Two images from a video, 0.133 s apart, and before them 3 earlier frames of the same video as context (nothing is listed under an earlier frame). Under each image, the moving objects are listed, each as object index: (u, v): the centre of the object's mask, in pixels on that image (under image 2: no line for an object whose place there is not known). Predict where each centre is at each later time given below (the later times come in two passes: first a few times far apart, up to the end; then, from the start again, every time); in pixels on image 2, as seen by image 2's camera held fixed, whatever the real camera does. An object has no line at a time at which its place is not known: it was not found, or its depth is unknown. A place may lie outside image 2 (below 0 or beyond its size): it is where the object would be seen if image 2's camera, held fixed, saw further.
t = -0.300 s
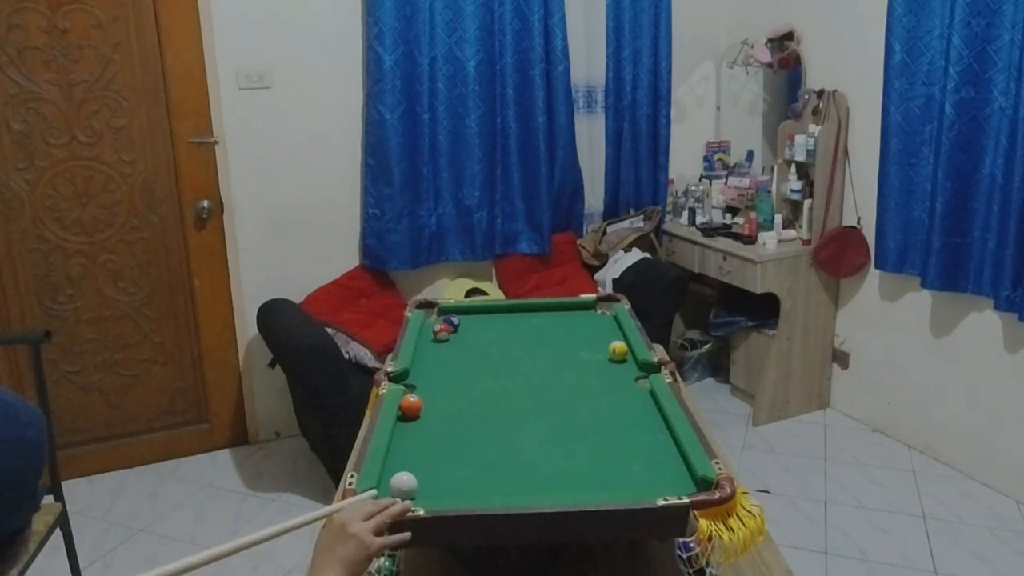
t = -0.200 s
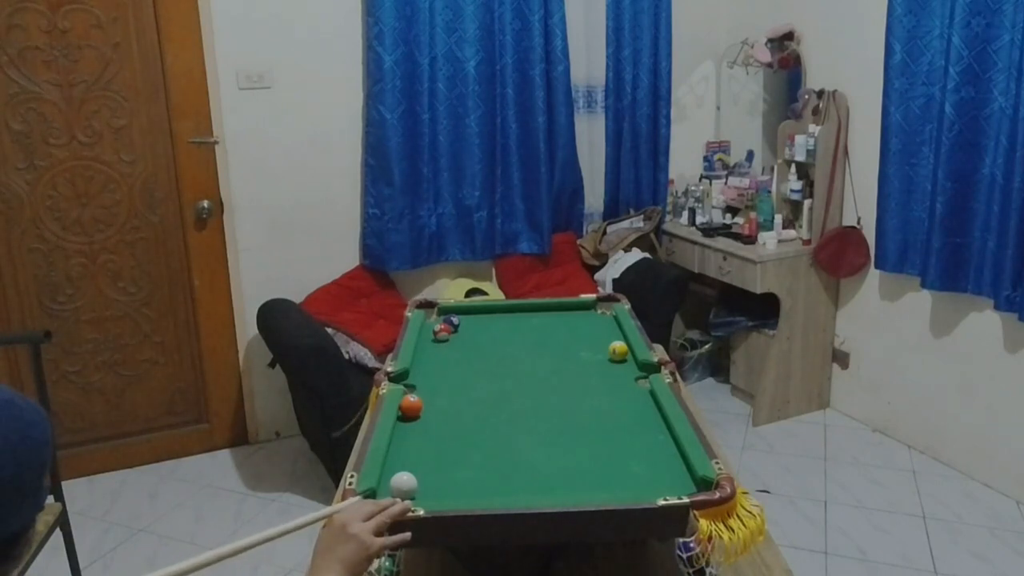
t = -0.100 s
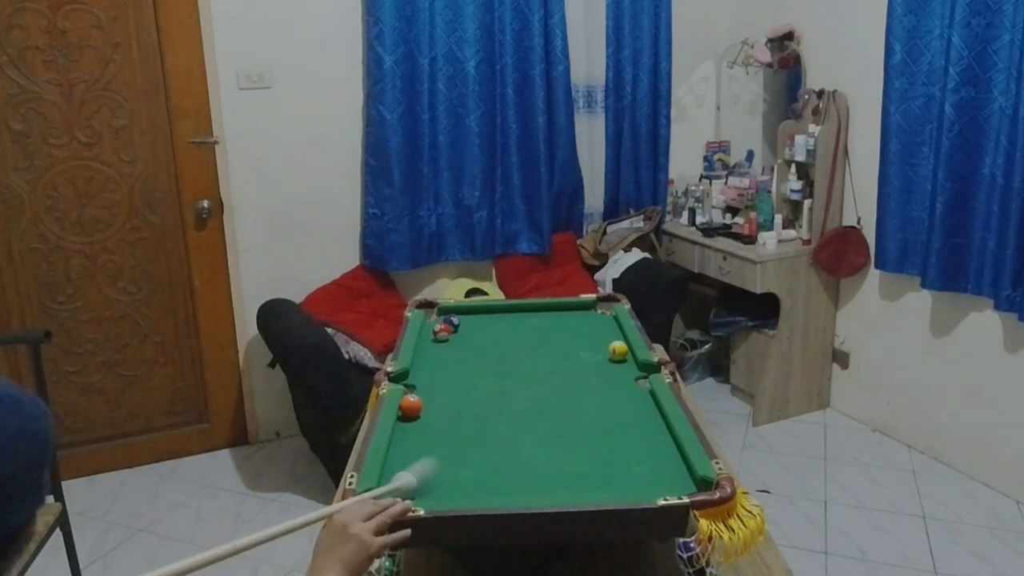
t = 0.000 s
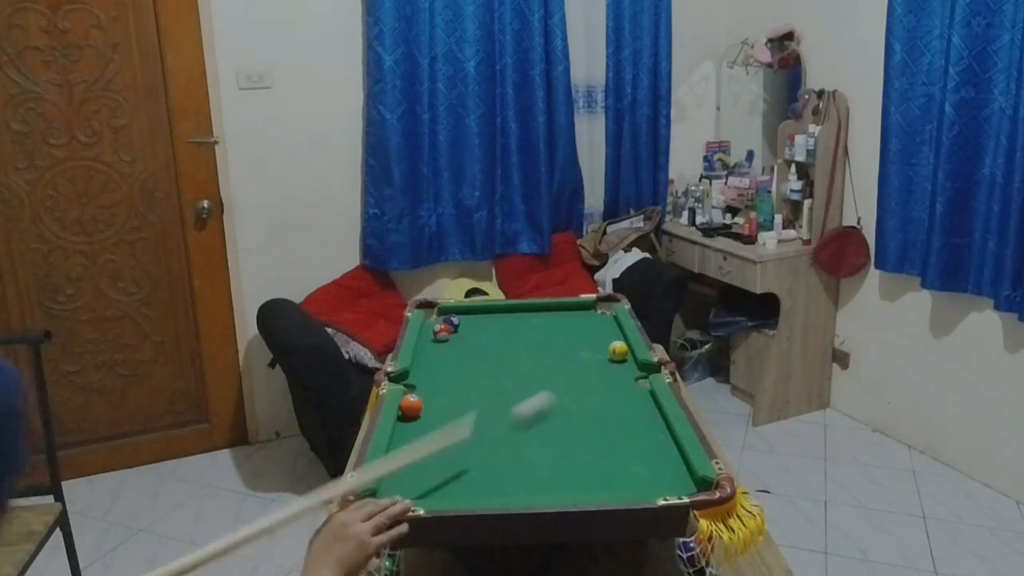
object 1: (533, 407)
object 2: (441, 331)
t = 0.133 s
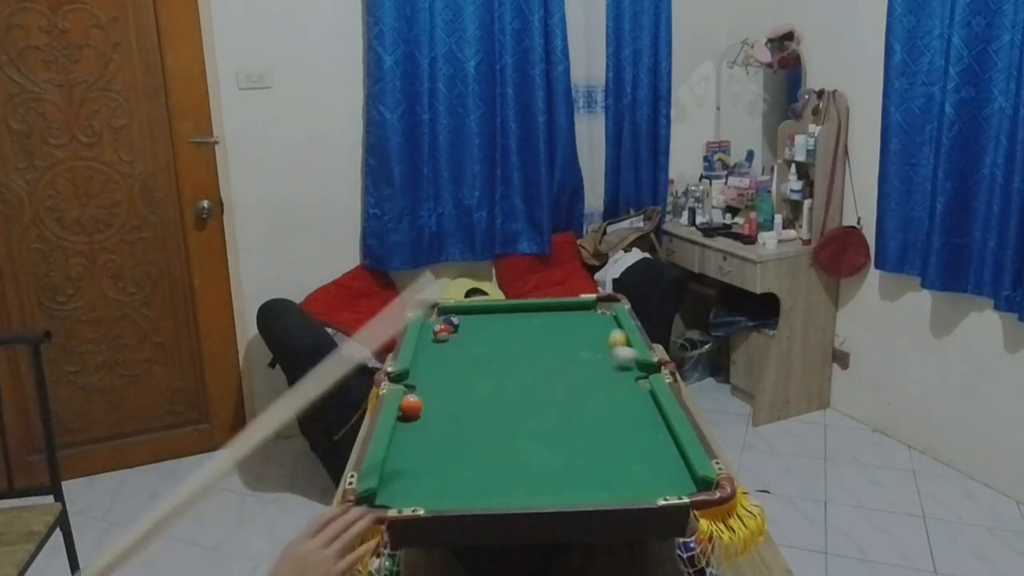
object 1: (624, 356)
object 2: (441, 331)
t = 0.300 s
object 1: (550, 360)
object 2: (441, 331)
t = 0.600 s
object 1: (458, 347)
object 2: (441, 331)
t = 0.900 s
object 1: (448, 337)
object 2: (441, 327)
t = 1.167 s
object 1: (474, 336)
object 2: (438, 326)
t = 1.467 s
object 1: (496, 333)
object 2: (436, 325)
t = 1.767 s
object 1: (511, 331)
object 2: (433, 324)
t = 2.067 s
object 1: (520, 329)
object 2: (430, 323)
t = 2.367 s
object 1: (523, 328)
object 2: (430, 323)
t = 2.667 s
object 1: (523, 328)
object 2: (430, 323)
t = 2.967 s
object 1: (523, 328)
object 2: (430, 323)
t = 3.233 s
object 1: (523, 329)
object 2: (430, 324)
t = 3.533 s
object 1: (523, 328)
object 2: (430, 323)
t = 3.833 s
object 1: (523, 329)
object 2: (430, 323)
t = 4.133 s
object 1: (523, 328)
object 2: (430, 323)
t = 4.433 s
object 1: (523, 328)
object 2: (430, 323)
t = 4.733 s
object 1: (523, 328)
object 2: (430, 323)
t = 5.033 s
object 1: (523, 328)
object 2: (430, 323)
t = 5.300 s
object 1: (523, 328)
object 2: (430, 323)
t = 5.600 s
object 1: (523, 328)
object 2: (430, 323)
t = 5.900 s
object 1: (523, 328)
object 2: (430, 323)
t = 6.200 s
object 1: (523, 328)
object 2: (430, 323)
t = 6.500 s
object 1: (523, 328)
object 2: (430, 323)
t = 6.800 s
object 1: (523, 328)
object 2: (430, 323)
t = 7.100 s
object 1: (523, 328)
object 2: (430, 323)
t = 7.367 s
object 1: (523, 328)
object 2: (430, 323)
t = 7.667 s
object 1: (523, 328)
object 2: (430, 323)
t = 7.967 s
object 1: (523, 329)
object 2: (430, 323)
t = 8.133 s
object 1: (523, 328)
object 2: (430, 323)
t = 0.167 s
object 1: (609, 356)
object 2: (441, 331)
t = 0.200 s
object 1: (593, 359)
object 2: (441, 331)
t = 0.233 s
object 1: (578, 360)
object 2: (441, 331)
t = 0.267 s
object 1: (563, 360)
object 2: (441, 331)
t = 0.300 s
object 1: (550, 360)
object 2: (441, 331)
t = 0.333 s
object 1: (538, 359)
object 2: (441, 331)
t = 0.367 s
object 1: (526, 358)
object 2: (441, 331)
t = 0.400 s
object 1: (516, 356)
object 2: (441, 331)
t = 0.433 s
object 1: (506, 355)
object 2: (441, 331)
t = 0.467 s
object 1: (496, 353)
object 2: (441, 331)
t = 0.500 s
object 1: (486, 351)
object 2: (441, 331)
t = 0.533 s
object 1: (477, 350)
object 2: (441, 331)
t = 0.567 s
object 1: (468, 348)
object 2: (441, 331)
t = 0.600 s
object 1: (458, 347)
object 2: (441, 331)
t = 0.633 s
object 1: (449, 345)
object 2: (441, 330)
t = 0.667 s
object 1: (441, 344)
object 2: (441, 329)
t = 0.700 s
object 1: (432, 342)
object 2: (442, 330)
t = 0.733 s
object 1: (426, 341)
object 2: (442, 331)
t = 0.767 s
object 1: (432, 340)
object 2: (444, 330)
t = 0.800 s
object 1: (438, 338)
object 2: (443, 328)
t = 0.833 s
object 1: (441, 338)
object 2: (443, 326)
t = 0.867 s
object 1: (445, 337)
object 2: (442, 326)
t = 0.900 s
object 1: (448, 337)
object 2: (441, 327)
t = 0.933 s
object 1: (452, 337)
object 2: (440, 327)
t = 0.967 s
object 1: (455, 337)
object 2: (441, 327)
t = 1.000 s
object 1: (459, 337)
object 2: (441, 327)
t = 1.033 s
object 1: (462, 336)
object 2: (441, 327)
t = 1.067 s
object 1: (465, 336)
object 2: (440, 327)
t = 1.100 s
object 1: (468, 336)
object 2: (439, 326)
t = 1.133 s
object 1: (471, 336)
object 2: (439, 327)
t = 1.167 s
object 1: (474, 336)
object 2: (438, 326)
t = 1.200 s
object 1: (477, 335)
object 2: (438, 325)
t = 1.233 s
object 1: (479, 335)
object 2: (437, 325)
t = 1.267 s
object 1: (482, 335)
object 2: (438, 326)
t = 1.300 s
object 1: (485, 334)
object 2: (437, 326)
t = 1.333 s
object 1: (487, 334)
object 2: (437, 326)
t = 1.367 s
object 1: (489, 334)
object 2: (437, 326)
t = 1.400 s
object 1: (492, 334)
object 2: (437, 326)
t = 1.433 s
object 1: (494, 333)
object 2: (436, 325)
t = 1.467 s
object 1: (496, 333)
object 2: (436, 325)
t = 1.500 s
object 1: (498, 333)
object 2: (436, 325)
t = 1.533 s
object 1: (500, 333)
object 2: (435, 325)
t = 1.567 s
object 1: (502, 332)
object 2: (435, 325)
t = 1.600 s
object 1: (504, 332)
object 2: (435, 325)
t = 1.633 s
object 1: (505, 332)
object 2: (434, 324)
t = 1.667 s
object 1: (507, 331)
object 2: (434, 324)
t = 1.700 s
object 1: (508, 331)
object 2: (434, 324)
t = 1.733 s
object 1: (510, 331)
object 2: (433, 324)
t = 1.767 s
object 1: (511, 331)
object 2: (433, 324)
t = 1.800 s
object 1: (513, 331)
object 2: (433, 324)
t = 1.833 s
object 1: (514, 331)
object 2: (432, 324)
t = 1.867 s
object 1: (515, 330)
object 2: (432, 323)
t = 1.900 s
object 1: (516, 330)
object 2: (432, 324)
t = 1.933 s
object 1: (517, 330)
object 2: (431, 323)
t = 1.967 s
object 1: (518, 330)
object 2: (431, 323)
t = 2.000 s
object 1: (519, 330)
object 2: (431, 323)
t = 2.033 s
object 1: (519, 330)
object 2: (431, 323)
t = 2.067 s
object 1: (520, 329)
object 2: (430, 323)
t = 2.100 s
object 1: (521, 329)
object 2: (430, 323)
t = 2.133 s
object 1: (521, 329)
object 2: (430, 323)
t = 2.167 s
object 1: (522, 329)
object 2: (430, 323)
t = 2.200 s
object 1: (522, 329)
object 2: (430, 323)
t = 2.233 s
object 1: (522, 329)
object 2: (430, 323)
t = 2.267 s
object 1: (523, 328)
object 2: (430, 323)
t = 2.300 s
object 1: (523, 328)
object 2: (430, 323)
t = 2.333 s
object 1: (523, 328)
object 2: (430, 323)
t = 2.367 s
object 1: (523, 328)
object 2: (430, 323)
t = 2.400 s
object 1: (523, 328)
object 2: (430, 323)
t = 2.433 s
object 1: (523, 328)
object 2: (430, 323)
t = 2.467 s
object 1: (523, 329)
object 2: (430, 323)
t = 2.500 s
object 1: (523, 329)
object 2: (430, 323)
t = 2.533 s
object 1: (523, 329)
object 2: (430, 323)
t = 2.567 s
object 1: (523, 328)
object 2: (430, 323)
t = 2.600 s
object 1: (523, 328)
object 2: (430, 323)
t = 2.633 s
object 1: (523, 328)
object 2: (430, 323)
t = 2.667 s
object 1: (523, 328)
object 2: (430, 323)
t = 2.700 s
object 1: (523, 328)
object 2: (430, 323)
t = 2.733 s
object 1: (523, 328)
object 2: (430, 323)
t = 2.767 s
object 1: (523, 328)
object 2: (430, 323)
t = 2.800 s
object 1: (523, 328)
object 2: (430, 324)
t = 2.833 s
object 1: (523, 328)
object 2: (430, 323)
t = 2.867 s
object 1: (523, 329)
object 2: (430, 323)
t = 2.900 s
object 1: (523, 328)
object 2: (430, 323)
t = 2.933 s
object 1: (523, 329)
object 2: (430, 323)
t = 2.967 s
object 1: (523, 328)
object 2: (430, 323)
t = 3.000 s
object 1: (523, 329)
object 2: (430, 323)
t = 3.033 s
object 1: (523, 328)
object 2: (430, 323)
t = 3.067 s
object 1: (523, 329)
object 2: (430, 323)
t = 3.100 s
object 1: (523, 328)
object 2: (430, 323)
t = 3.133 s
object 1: (523, 328)
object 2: (430, 323)
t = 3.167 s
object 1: (523, 329)
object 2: (430, 324)
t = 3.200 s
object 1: (523, 328)
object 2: (430, 323)
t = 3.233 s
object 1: (523, 329)
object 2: (430, 324)
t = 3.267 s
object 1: (523, 328)
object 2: (430, 324)
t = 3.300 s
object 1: (523, 329)
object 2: (430, 323)
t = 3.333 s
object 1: (523, 329)
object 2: (430, 323)
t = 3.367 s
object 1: (523, 328)
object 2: (430, 323)
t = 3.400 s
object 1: (523, 329)
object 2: (430, 323)
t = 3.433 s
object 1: (523, 328)
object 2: (430, 323)
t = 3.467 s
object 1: (523, 328)
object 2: (430, 323)
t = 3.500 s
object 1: (523, 329)
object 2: (430, 323)
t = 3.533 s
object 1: (523, 328)
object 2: (430, 323)
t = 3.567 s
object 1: (523, 329)
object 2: (430, 323)
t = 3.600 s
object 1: (523, 328)
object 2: (430, 323)
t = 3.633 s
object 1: (523, 329)
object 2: (430, 323)
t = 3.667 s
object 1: (523, 328)
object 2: (430, 323)
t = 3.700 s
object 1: (523, 328)
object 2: (430, 323)
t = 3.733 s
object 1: (523, 329)
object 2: (430, 323)
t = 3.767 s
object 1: (523, 328)
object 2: (430, 324)
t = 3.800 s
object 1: (523, 329)
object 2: (430, 323)
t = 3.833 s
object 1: (523, 329)
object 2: (430, 323)
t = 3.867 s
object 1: (523, 328)
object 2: (430, 323)
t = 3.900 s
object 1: (523, 329)
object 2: (430, 323)
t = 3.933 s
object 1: (523, 328)
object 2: (430, 323)
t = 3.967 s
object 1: (523, 329)
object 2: (430, 323)
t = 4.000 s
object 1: (523, 328)
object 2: (430, 323)
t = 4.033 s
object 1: (523, 328)
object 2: (430, 323)
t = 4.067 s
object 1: (523, 328)
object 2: (430, 323)
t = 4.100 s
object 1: (523, 328)
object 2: (430, 323)
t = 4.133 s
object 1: (523, 328)
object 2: (430, 323)
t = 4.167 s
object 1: (523, 328)
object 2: (430, 323)
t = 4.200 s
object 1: (523, 328)
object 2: (430, 323)
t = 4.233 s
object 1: (523, 328)
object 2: (430, 323)
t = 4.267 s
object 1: (523, 328)
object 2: (430, 323)
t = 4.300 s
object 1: (523, 329)
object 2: (430, 323)
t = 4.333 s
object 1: (523, 328)
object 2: (430, 323)
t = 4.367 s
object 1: (523, 328)
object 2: (430, 323)
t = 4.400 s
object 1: (523, 328)
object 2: (430, 323)
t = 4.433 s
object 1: (523, 328)
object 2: (430, 323)
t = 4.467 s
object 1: (523, 328)
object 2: (430, 323)
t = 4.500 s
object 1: (523, 328)
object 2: (430, 323)
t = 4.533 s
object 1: (523, 328)
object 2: (430, 323)
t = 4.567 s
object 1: (523, 328)
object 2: (430, 323)
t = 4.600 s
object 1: (523, 328)
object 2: (430, 323)
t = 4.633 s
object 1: (523, 328)
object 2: (430, 323)
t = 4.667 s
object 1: (523, 328)
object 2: (430, 323)
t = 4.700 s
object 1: (523, 328)
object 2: (430, 323)
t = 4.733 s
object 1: (523, 328)
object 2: (430, 323)
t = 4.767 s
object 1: (523, 328)
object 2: (430, 323)
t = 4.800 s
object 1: (523, 328)
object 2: (430, 323)
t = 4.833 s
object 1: (523, 328)
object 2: (430, 323)
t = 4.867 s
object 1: (523, 328)
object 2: (430, 323)
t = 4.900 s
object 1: (523, 328)
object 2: (430, 323)
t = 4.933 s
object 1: (523, 328)
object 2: (430, 323)
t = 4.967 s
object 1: (523, 328)
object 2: (430, 323)
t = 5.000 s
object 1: (523, 328)
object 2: (430, 323)
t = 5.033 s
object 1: (523, 328)
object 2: (430, 323)
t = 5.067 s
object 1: (523, 328)
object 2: (430, 323)
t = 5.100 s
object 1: (523, 328)
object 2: (430, 323)
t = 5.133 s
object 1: (523, 328)
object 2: (430, 323)
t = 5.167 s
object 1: (523, 328)
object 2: (430, 323)
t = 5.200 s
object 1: (523, 328)
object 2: (430, 323)
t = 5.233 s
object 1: (523, 328)
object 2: (430, 323)
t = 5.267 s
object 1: (523, 328)
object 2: (430, 323)
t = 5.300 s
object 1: (523, 328)
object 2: (430, 323)
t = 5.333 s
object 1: (523, 328)
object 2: (430, 323)
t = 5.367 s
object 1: (523, 328)
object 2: (430, 323)
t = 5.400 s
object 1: (523, 328)
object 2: (430, 323)
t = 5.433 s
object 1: (523, 328)
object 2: (430, 323)
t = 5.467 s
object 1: (523, 328)
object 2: (430, 323)
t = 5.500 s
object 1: (523, 328)
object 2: (430, 323)
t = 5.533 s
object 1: (523, 328)
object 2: (430, 323)
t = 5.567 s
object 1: (523, 328)
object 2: (430, 323)
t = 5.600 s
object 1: (523, 328)
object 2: (430, 323)
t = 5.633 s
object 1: (523, 328)
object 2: (430, 323)
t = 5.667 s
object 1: (523, 328)
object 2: (430, 323)
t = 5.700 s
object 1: (523, 328)
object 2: (430, 323)
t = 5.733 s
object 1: (523, 328)
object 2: (430, 323)
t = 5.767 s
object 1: (523, 328)
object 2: (430, 323)
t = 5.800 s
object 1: (523, 328)
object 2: (430, 323)
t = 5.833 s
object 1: (523, 328)
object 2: (430, 323)
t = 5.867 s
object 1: (523, 328)
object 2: (430, 323)
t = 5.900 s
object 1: (523, 328)
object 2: (430, 323)
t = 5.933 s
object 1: (523, 328)
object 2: (430, 323)
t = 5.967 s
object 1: (523, 328)
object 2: (430, 323)
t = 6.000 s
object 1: (523, 328)
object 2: (430, 323)
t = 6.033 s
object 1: (523, 328)
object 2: (430, 323)
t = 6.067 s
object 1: (523, 328)
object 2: (430, 323)
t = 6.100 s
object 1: (523, 328)
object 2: (430, 323)
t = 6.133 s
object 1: (523, 328)
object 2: (430, 323)
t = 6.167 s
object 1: (523, 328)
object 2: (430, 323)
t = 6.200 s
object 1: (523, 328)
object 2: (430, 323)
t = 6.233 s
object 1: (523, 328)
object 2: (430, 323)
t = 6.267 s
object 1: (523, 328)
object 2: (430, 323)
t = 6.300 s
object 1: (523, 328)
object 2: (430, 323)
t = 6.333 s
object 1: (523, 328)
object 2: (430, 323)
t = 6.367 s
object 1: (523, 328)
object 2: (430, 323)
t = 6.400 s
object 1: (523, 328)
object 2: (430, 323)
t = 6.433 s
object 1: (523, 328)
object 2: (430, 323)
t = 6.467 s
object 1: (523, 328)
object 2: (430, 323)
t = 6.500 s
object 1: (523, 328)
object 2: (430, 323)
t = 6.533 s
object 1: (523, 328)
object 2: (430, 323)
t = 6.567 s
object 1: (523, 328)
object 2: (430, 323)
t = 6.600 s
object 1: (523, 329)
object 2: (430, 323)
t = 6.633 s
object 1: (523, 328)
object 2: (430, 323)
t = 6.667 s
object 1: (523, 328)
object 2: (430, 323)
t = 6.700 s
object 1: (523, 328)
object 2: (430, 323)
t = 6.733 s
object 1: (523, 328)
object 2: (430, 323)
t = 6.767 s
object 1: (523, 328)
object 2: (430, 323)
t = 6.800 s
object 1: (523, 328)
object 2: (430, 323)
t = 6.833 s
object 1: (523, 328)
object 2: (430, 323)
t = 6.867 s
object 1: (523, 328)
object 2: (430, 323)
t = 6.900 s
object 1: (523, 328)
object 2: (430, 323)
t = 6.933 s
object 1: (523, 328)
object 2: (430, 323)
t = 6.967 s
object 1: (523, 328)
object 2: (430, 323)
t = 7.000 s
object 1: (523, 328)
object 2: (430, 323)
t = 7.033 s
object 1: (523, 328)
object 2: (430, 323)
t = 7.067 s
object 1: (523, 328)
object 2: (430, 323)
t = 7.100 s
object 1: (523, 328)
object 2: (430, 323)
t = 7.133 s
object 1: (523, 328)
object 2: (430, 323)
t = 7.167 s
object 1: (523, 328)
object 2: (430, 323)
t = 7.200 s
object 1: (523, 328)
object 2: (430, 323)
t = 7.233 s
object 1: (523, 328)
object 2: (430, 323)
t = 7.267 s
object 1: (523, 328)
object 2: (430, 323)
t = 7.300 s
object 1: (523, 328)
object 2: (430, 323)
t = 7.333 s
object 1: (523, 328)
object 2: (430, 323)
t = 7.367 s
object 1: (523, 328)
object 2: (430, 323)
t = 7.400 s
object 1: (523, 328)
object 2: (430, 323)
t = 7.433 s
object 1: (523, 328)
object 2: (430, 323)
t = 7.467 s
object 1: (523, 328)
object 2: (430, 323)
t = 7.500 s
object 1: (523, 328)
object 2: (430, 323)
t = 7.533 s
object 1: (523, 328)
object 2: (430, 323)
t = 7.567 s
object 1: (523, 328)
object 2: (430, 323)
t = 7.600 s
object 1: (523, 328)
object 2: (430, 323)
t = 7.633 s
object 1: (523, 329)
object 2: (430, 323)
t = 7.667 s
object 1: (523, 328)
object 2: (430, 323)
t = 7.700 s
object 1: (523, 329)
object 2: (430, 323)
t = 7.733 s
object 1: (523, 328)
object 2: (430, 323)
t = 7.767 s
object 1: (523, 328)
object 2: (430, 323)
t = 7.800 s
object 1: (523, 328)
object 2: (430, 323)
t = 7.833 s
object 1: (523, 328)
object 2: (430, 323)
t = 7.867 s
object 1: (523, 328)
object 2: (430, 323)
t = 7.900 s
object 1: (523, 328)
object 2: (430, 323)
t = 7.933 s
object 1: (523, 328)
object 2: (430, 323)
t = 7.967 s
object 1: (523, 329)
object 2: (430, 323)
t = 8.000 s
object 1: (523, 328)
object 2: (430, 323)
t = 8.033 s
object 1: (523, 328)
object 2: (430, 323)
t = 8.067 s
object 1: (523, 328)
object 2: (430, 323)
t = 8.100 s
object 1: (523, 329)
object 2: (430, 323)
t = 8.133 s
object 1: (523, 328)
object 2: (430, 323)
